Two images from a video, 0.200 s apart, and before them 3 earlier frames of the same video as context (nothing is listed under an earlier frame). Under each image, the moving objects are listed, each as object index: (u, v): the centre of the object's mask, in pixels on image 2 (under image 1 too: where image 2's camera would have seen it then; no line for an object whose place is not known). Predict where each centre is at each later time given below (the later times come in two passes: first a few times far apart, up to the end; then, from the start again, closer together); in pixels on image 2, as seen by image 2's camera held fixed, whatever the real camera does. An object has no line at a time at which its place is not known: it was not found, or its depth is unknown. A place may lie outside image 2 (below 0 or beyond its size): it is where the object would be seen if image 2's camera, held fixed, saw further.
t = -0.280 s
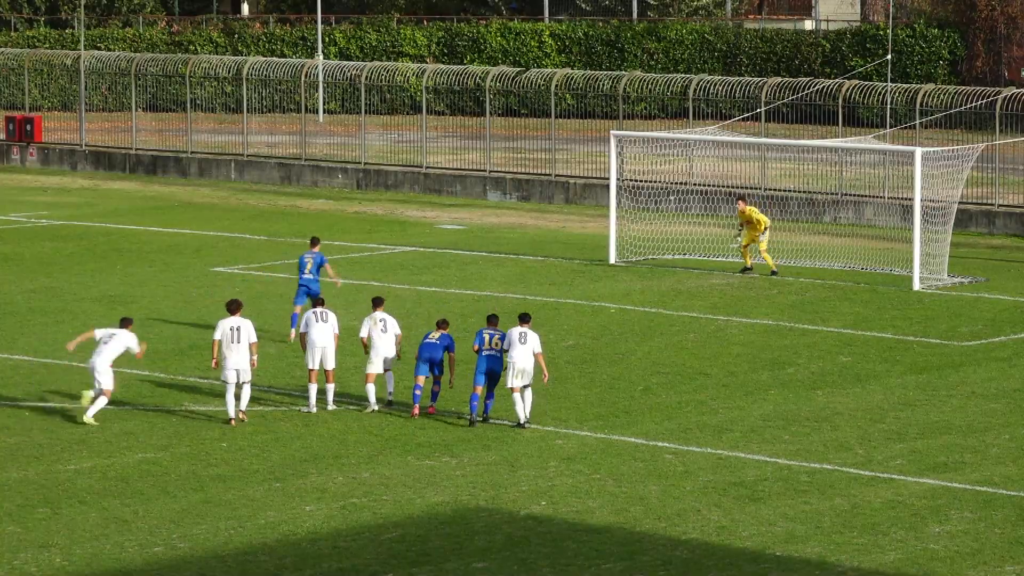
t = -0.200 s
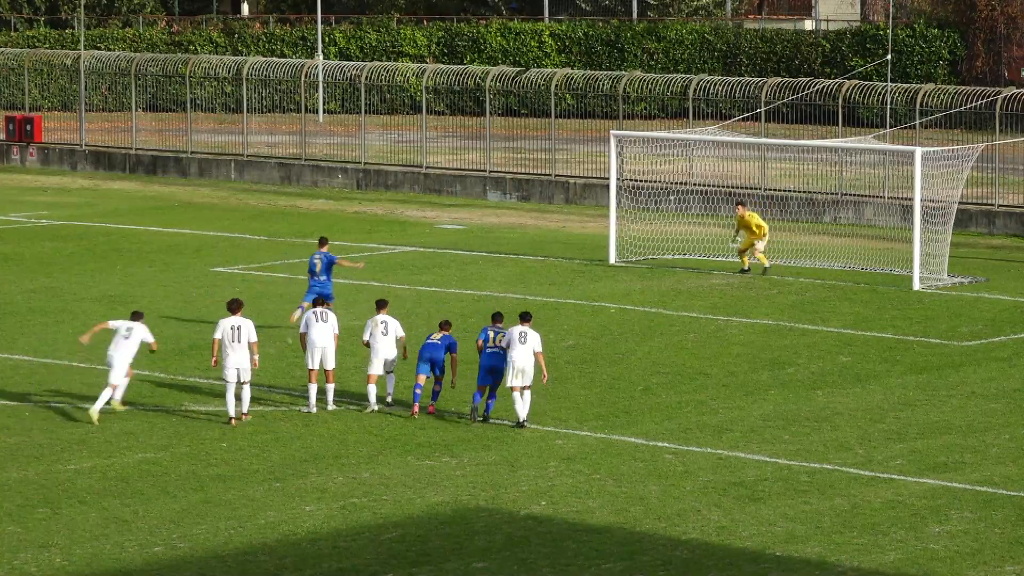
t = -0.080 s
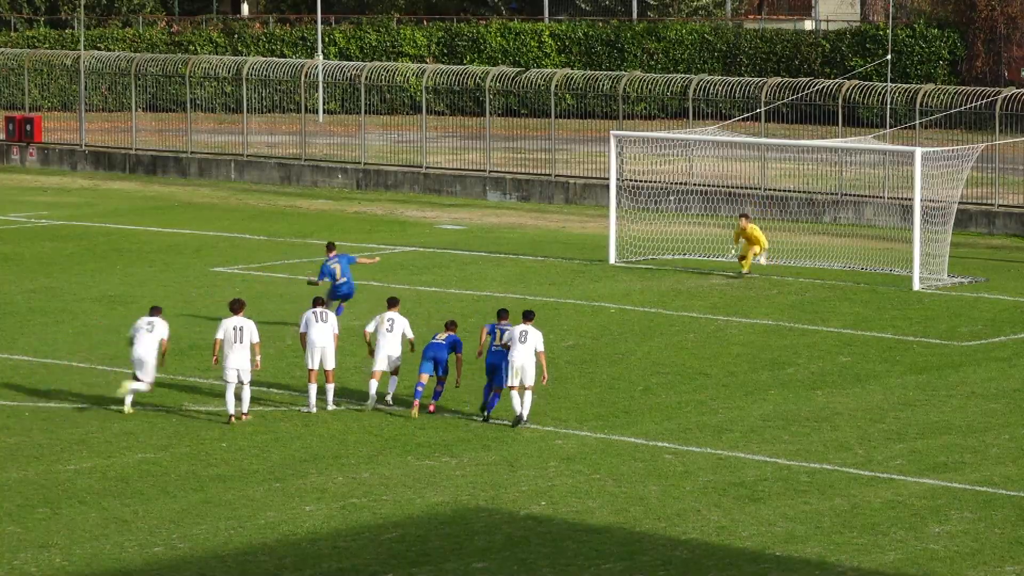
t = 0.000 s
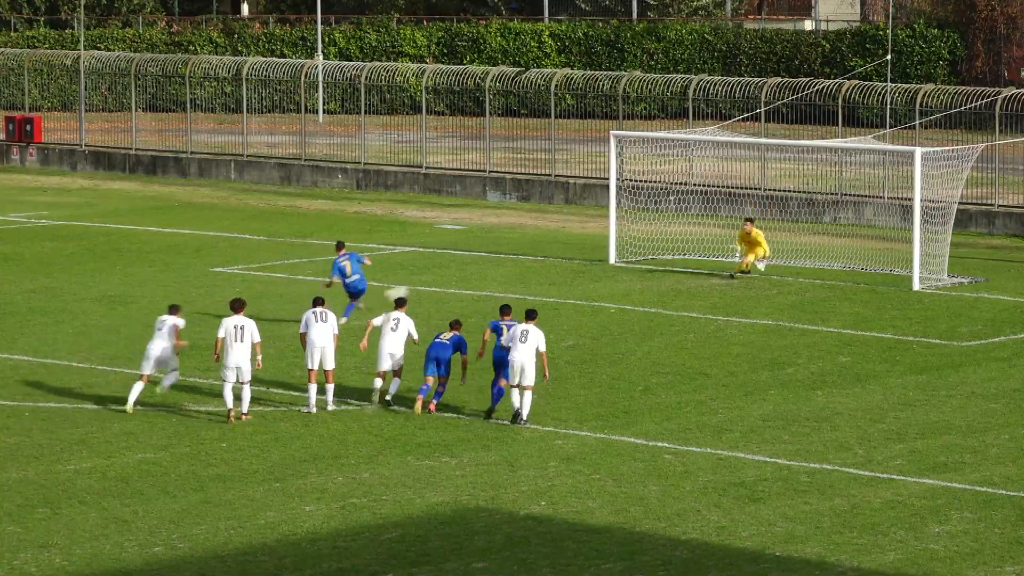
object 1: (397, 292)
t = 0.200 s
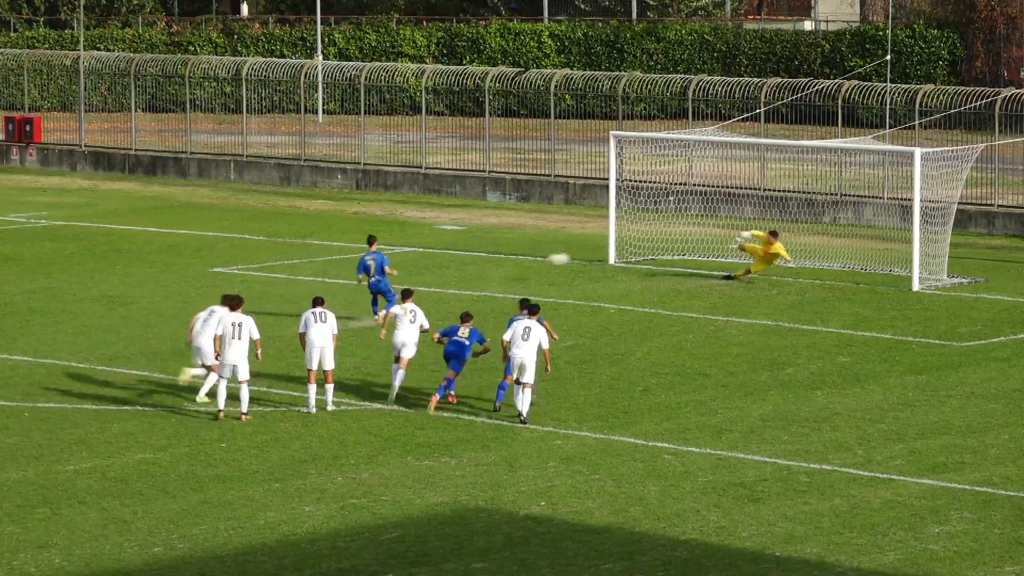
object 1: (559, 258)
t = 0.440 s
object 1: (722, 240)
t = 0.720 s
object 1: (731, 189)
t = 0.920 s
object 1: (729, 177)
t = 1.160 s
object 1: (725, 187)
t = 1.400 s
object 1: (724, 226)
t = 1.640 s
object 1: (727, 241)
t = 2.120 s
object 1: (737, 250)
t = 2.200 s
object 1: (739, 257)
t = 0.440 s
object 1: (722, 240)
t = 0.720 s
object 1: (731, 189)
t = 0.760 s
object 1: (731, 185)
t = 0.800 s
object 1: (730, 183)
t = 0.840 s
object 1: (730, 180)
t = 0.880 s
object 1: (729, 178)
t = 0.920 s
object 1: (729, 177)
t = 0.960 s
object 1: (728, 177)
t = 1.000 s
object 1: (728, 178)
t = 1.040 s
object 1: (727, 179)
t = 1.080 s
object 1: (727, 181)
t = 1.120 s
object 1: (726, 183)
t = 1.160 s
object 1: (725, 187)
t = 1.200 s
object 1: (725, 192)
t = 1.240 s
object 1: (725, 196)
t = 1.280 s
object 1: (724, 203)
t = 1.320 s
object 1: (725, 209)
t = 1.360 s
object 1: (724, 218)
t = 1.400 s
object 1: (724, 226)
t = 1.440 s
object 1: (724, 236)
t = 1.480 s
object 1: (724, 246)
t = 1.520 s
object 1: (724, 256)
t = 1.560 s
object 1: (726, 251)
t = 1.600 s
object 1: (726, 246)
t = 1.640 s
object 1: (727, 241)
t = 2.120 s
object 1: (737, 250)
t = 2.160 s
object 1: (738, 256)
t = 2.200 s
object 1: (739, 257)
